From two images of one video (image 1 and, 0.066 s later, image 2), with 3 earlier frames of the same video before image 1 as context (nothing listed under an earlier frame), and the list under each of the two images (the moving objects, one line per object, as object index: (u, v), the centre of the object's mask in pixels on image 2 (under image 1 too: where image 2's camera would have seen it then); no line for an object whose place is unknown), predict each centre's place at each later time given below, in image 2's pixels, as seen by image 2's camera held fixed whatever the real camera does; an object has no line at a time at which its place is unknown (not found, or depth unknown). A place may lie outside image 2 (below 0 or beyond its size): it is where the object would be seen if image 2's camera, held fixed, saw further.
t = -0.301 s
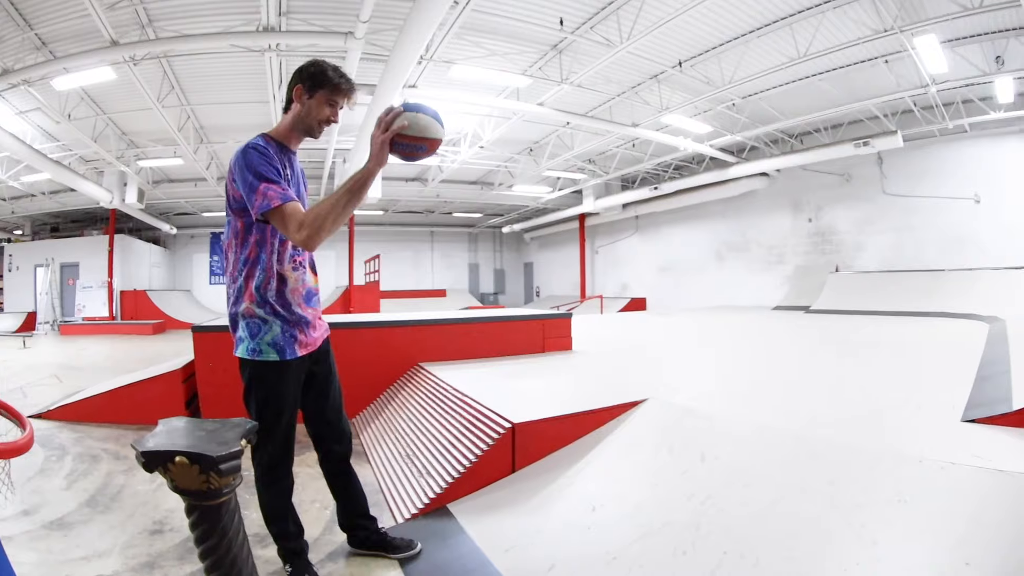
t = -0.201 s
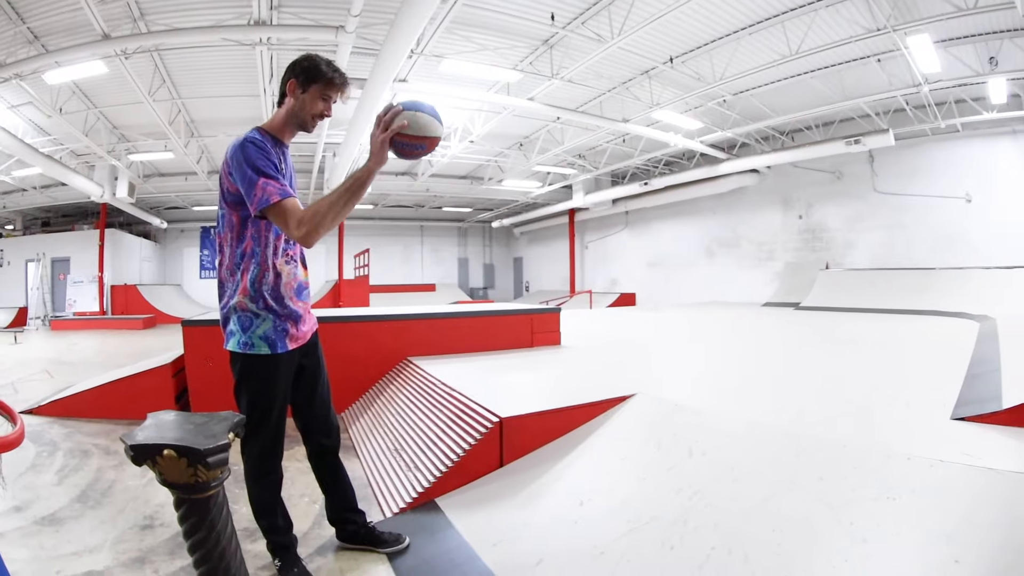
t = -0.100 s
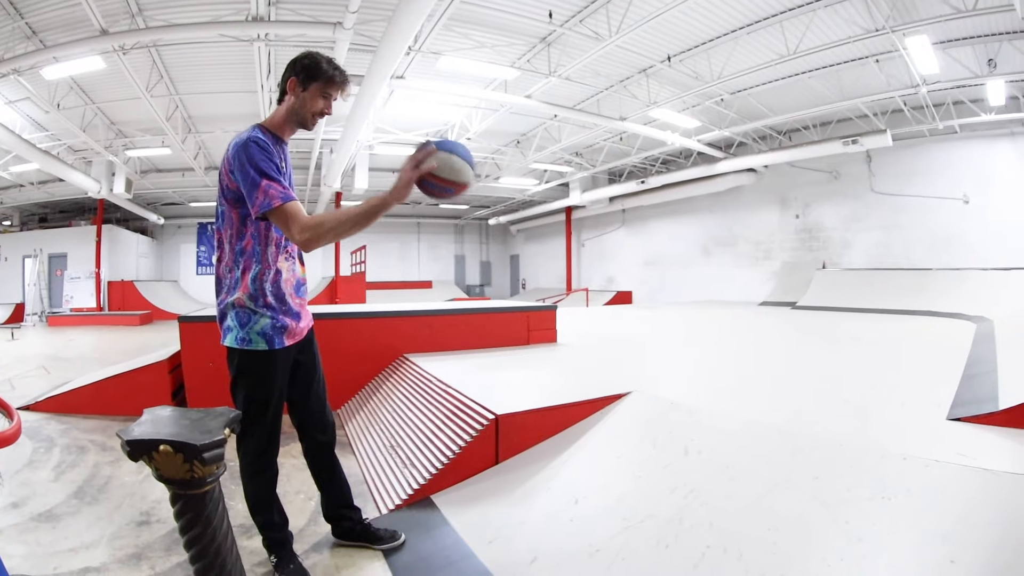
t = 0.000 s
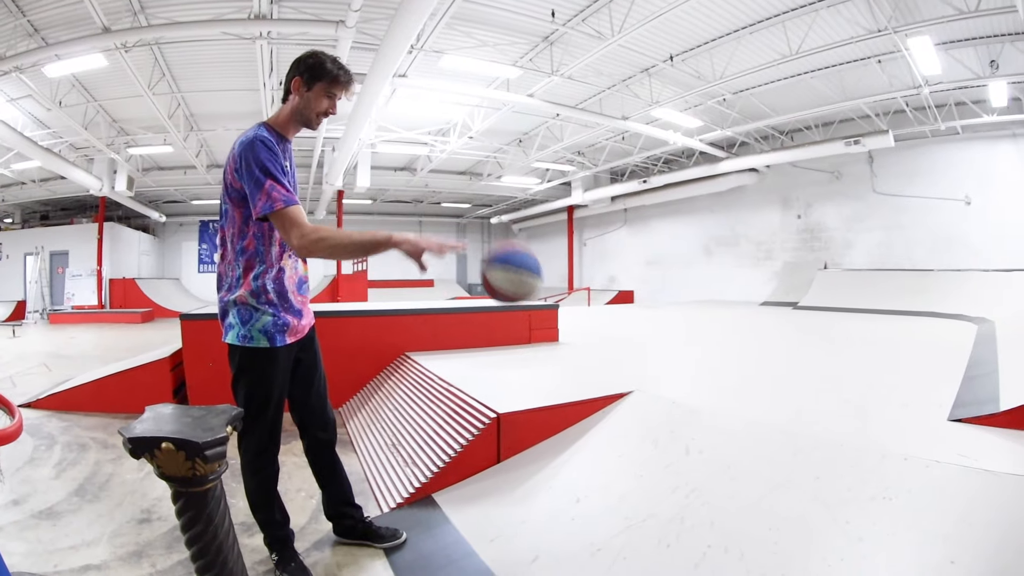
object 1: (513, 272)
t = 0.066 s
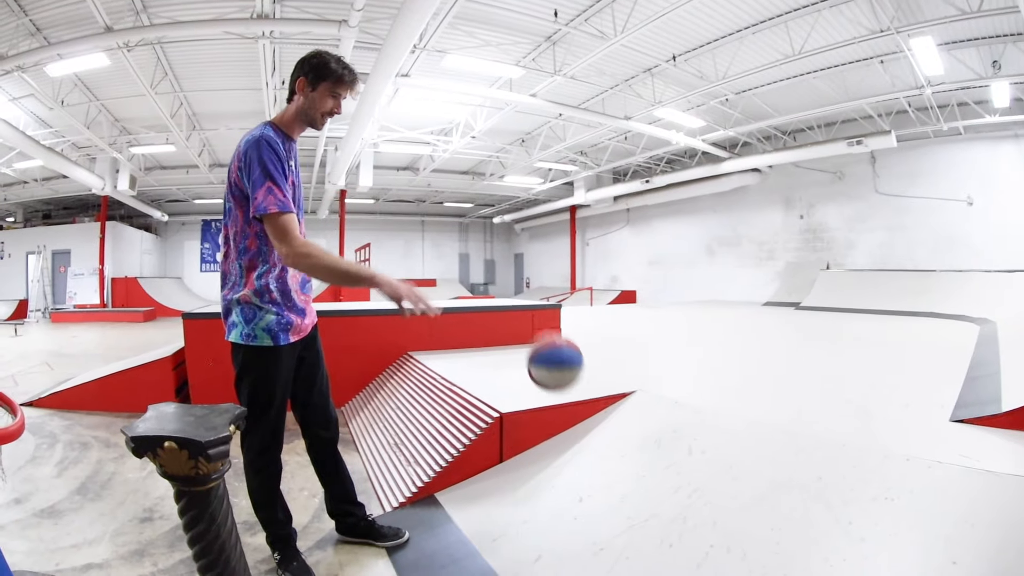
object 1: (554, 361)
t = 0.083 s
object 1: (565, 386)
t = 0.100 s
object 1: (574, 407)
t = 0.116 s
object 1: (580, 426)
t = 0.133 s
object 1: (587, 447)
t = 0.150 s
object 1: (595, 469)
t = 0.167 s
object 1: (601, 489)
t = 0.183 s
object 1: (599, 476)
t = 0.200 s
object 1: (597, 461)
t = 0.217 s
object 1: (593, 443)
